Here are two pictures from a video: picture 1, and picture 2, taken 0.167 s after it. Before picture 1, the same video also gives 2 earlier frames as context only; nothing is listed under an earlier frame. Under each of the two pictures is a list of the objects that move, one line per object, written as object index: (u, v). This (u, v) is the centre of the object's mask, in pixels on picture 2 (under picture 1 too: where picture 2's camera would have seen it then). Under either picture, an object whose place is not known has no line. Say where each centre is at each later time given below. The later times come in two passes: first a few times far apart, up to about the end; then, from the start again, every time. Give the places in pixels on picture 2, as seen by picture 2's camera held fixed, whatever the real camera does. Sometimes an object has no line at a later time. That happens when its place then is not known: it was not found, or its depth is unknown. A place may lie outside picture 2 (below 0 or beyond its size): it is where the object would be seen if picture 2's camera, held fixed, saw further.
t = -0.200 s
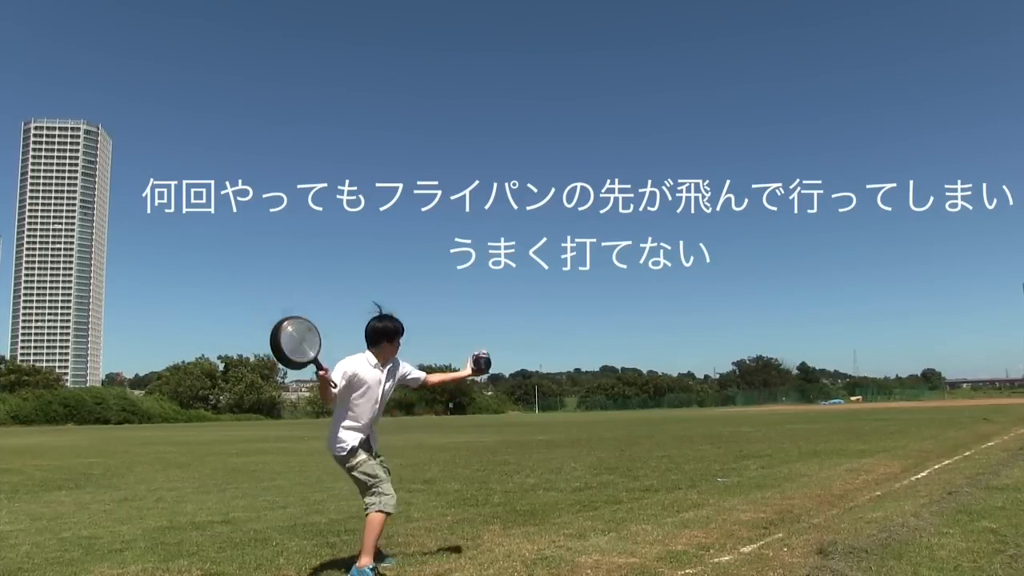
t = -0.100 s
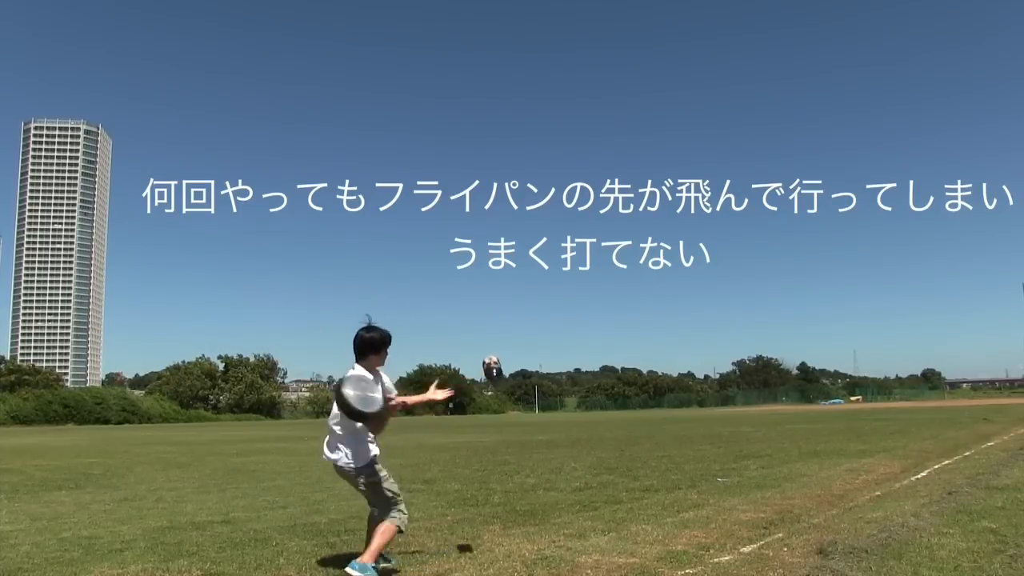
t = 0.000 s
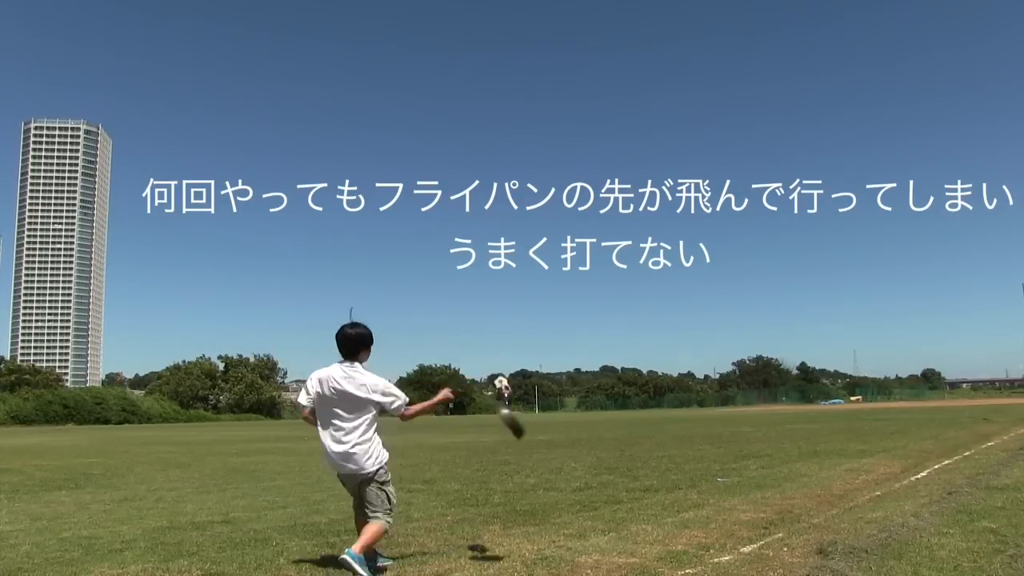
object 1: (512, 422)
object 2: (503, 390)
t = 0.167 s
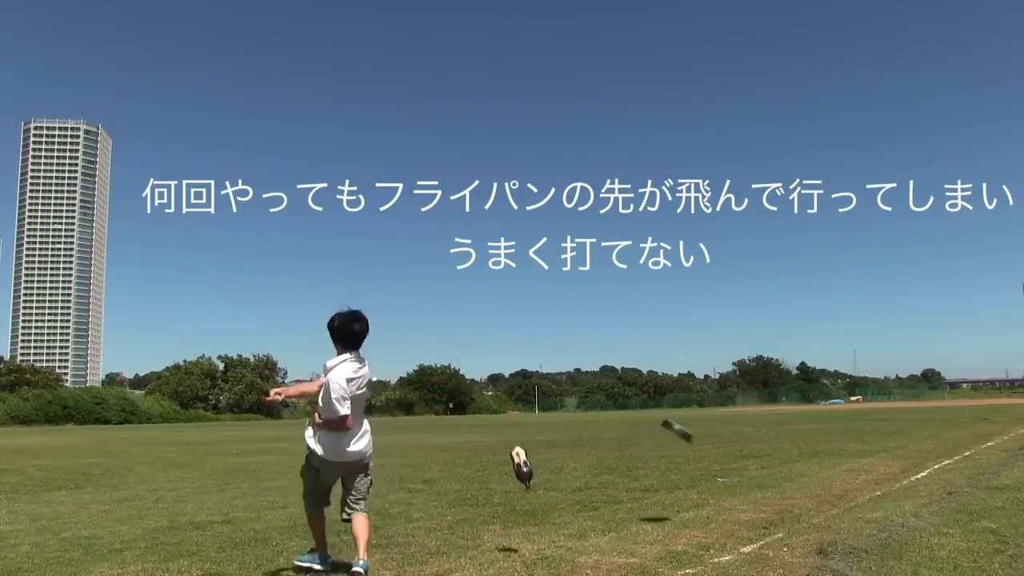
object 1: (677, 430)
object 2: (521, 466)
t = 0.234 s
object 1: (723, 444)
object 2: (529, 506)
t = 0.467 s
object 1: (798, 453)
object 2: (529, 528)
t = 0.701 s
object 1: (793, 397)
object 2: (522, 533)
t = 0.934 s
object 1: (789, 393)
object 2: (510, 533)
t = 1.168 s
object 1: (788, 432)
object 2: (506, 531)
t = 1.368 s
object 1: (787, 456)
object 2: (509, 531)
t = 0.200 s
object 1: (701, 436)
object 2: (525, 485)
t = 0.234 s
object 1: (723, 444)
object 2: (529, 506)
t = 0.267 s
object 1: (743, 452)
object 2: (533, 529)
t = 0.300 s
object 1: (761, 461)
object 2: (533, 538)
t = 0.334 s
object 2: (531, 544)
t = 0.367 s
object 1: (791, 478)
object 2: (531, 538)
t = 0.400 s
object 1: (802, 484)
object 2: (530, 534)
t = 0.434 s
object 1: (799, 466)
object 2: (530, 530)
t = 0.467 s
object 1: (798, 453)
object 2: (529, 528)
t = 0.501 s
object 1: (798, 442)
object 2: (528, 529)
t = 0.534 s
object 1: (796, 431)
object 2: (528, 530)
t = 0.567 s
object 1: (794, 420)
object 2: (528, 533)
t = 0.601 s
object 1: (795, 414)
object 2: (527, 536)
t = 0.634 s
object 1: (795, 408)
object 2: (526, 535)
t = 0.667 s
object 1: (792, 402)
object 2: (524, 533)
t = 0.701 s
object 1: (793, 397)
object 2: (522, 533)
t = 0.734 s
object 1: (794, 393)
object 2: (520, 533)
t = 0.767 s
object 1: (790, 392)
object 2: (517, 534)
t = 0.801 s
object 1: (789, 391)
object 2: (516, 534)
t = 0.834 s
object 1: (791, 389)
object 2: (514, 534)
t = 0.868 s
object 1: (789, 388)
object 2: (513, 533)
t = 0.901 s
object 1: (787, 391)
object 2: (512, 533)
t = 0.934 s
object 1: (789, 393)
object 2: (510, 533)
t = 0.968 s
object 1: (790, 398)
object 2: (509, 532)
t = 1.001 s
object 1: (790, 402)
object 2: (508, 532)
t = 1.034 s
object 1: (788, 404)
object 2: (507, 531)
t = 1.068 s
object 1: (788, 411)
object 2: (507, 531)
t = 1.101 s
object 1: (789, 418)
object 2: (506, 531)
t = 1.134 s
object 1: (788, 424)
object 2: (506, 531)
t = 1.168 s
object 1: (788, 432)
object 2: (506, 531)
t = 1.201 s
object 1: (788, 440)
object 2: (506, 531)
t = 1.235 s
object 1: (789, 449)
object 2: (507, 531)
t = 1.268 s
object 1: (788, 456)
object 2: (507, 531)
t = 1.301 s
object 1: (788, 456)
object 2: (508, 531)
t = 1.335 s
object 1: (788, 456)
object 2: (508, 531)
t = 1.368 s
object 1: (787, 456)
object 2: (509, 531)
